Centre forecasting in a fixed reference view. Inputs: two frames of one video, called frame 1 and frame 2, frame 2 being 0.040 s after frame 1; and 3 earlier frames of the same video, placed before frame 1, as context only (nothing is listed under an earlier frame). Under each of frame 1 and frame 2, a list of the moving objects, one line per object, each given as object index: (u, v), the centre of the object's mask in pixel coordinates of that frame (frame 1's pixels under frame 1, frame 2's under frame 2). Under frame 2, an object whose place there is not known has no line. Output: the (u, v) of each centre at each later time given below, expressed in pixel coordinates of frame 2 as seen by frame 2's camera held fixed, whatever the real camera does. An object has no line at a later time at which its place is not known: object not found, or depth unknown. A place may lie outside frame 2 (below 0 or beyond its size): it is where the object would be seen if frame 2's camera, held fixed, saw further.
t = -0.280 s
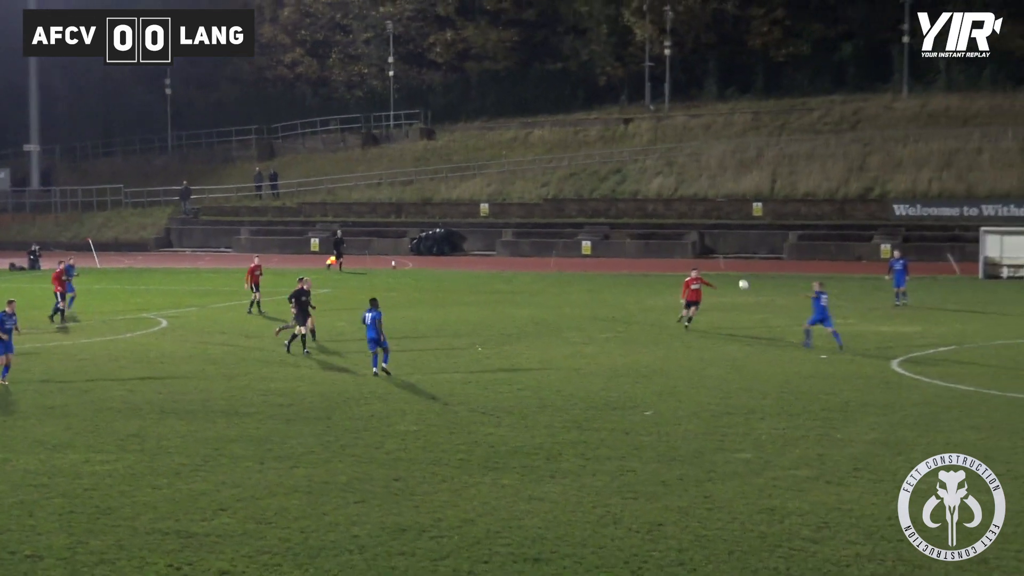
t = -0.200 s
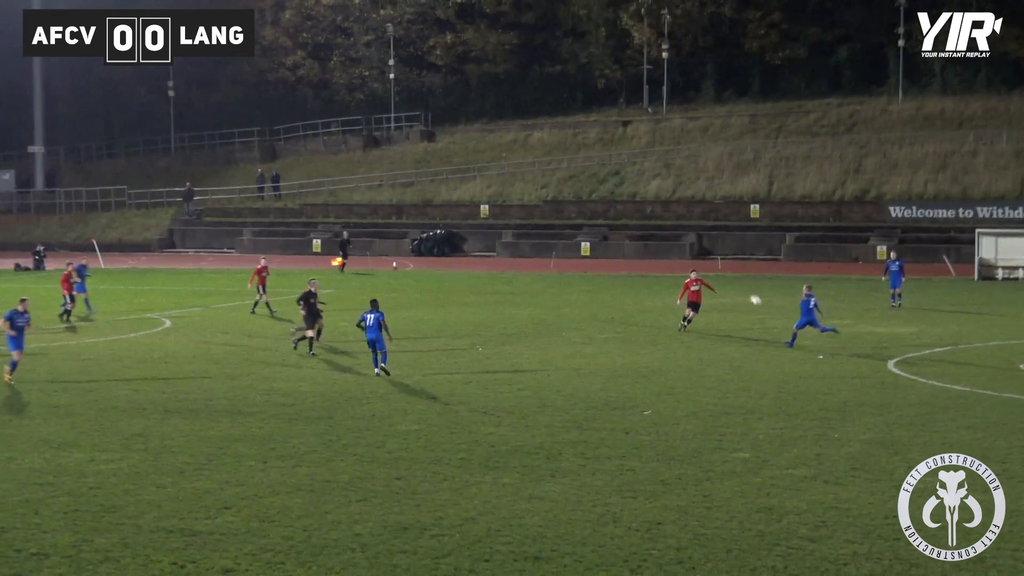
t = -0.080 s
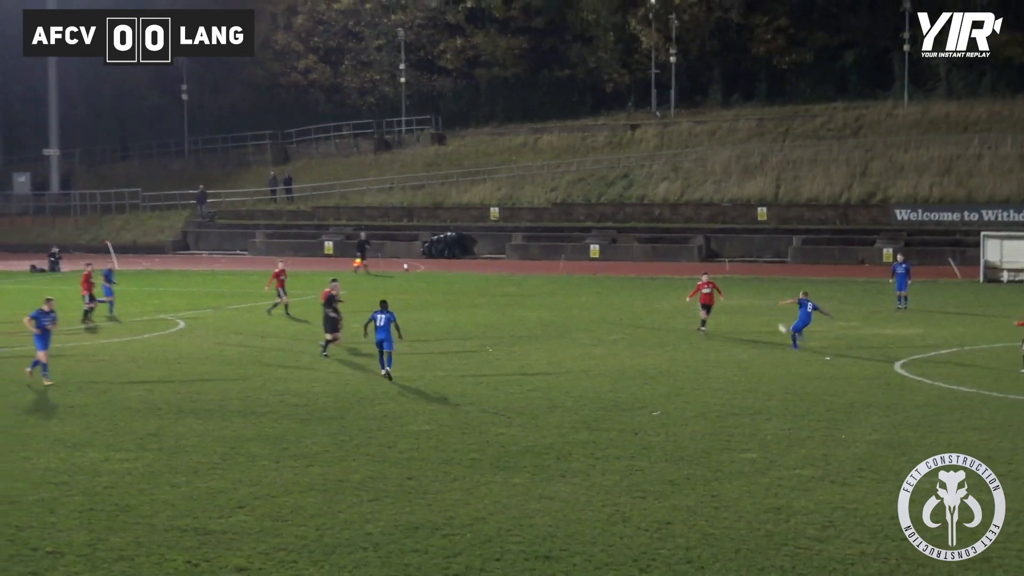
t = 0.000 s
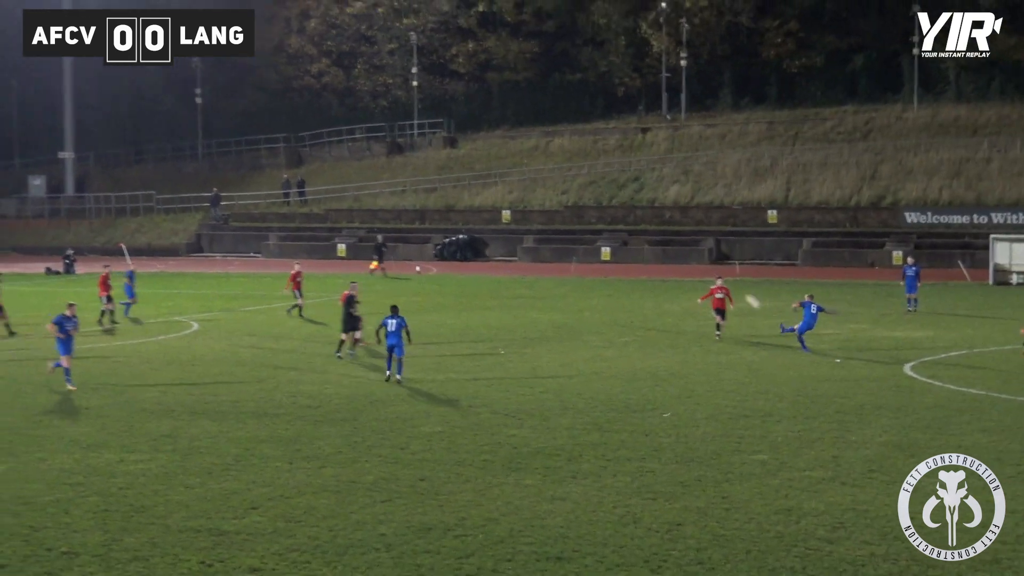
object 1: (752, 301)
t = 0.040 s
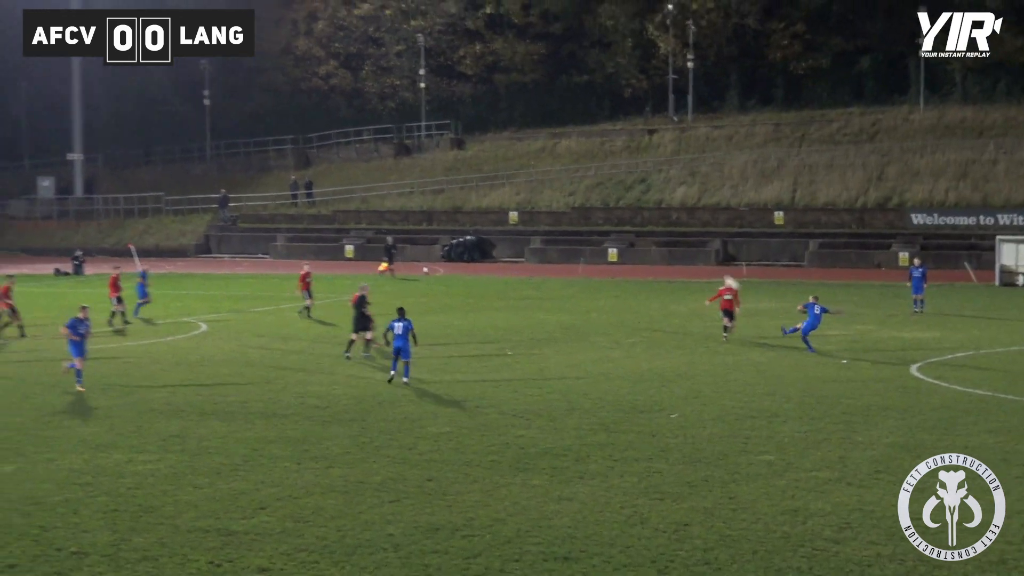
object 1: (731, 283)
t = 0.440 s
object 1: (468, 138)
